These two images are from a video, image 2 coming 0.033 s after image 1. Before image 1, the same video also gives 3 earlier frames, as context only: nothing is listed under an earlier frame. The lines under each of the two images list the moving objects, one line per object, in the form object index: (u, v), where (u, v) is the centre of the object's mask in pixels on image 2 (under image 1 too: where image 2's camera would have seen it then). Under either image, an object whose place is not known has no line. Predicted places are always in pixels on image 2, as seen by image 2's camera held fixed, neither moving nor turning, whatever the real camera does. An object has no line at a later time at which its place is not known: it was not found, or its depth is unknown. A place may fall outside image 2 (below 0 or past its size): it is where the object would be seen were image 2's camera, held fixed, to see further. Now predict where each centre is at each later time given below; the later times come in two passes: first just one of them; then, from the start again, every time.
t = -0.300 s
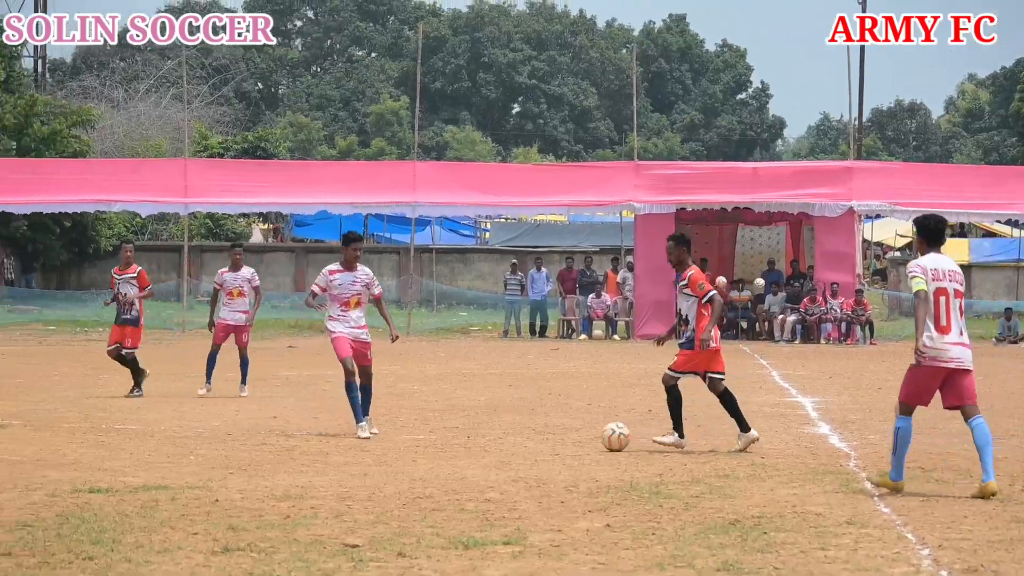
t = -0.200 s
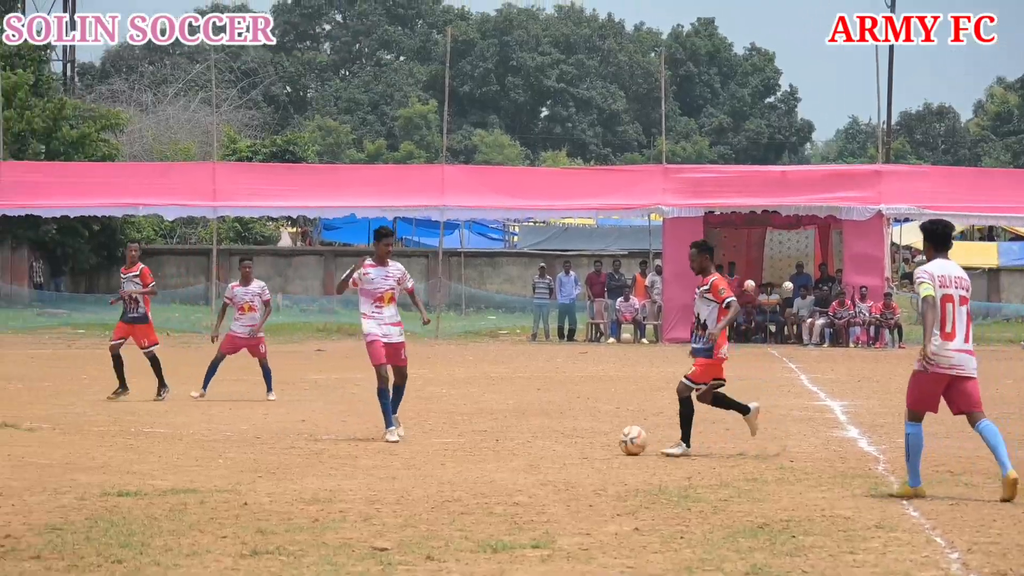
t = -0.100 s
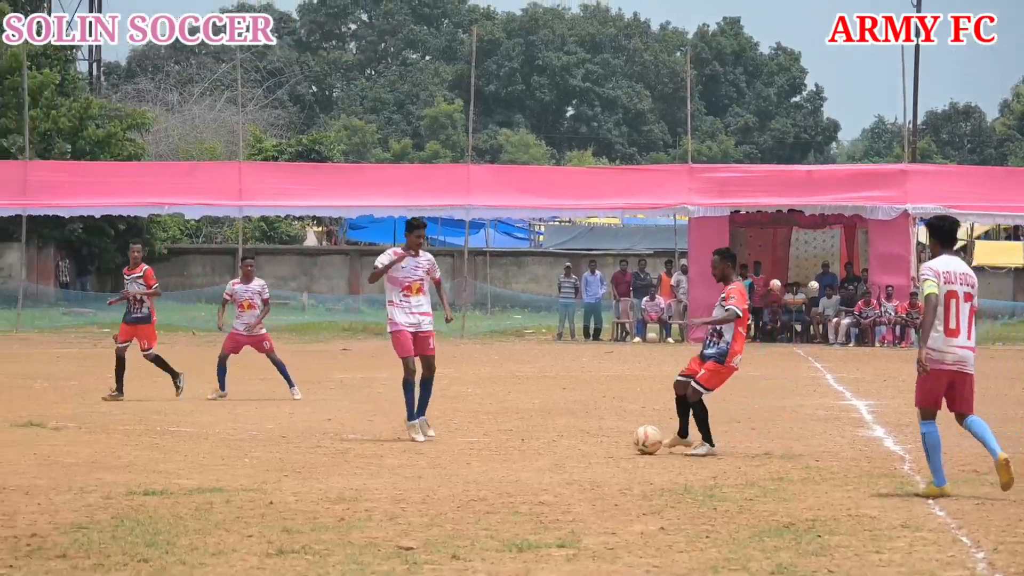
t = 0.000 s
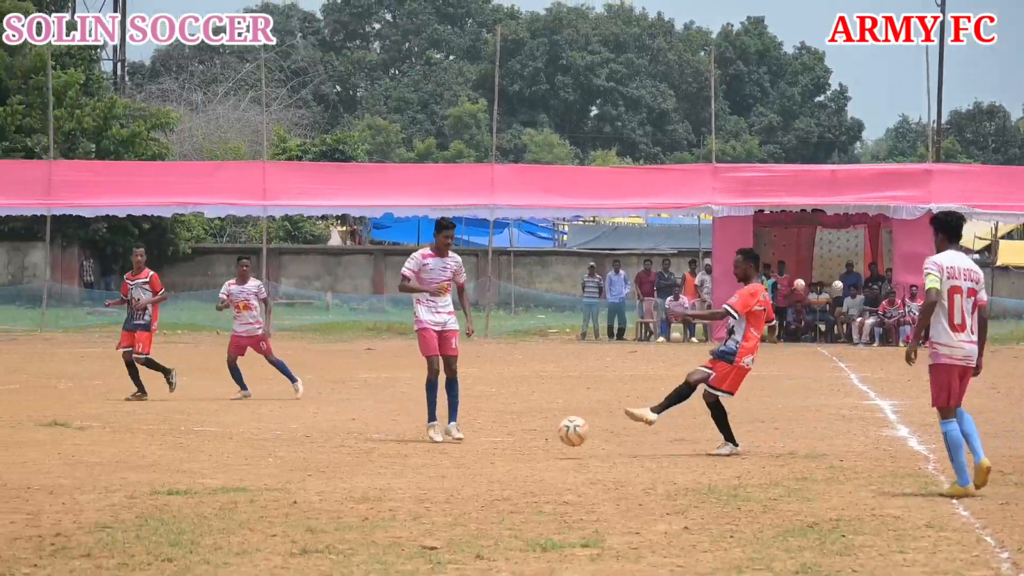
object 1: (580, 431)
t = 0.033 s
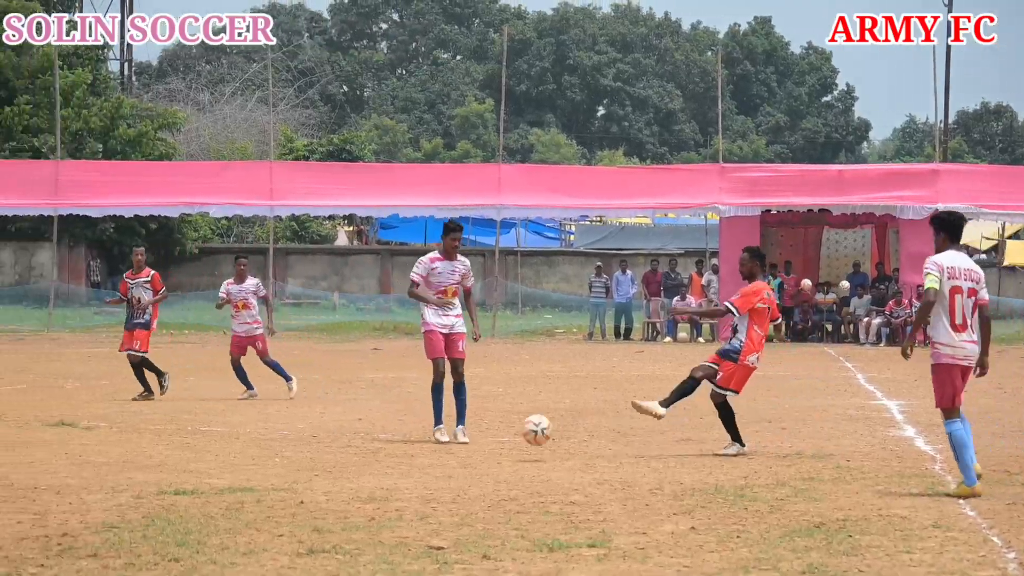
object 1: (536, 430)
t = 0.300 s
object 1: (184, 457)
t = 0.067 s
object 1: (493, 430)
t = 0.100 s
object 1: (449, 433)
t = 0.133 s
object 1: (405, 437)
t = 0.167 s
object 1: (359, 444)
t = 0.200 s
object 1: (312, 454)
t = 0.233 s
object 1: (265, 462)
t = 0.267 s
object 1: (226, 458)
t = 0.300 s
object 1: (184, 457)
